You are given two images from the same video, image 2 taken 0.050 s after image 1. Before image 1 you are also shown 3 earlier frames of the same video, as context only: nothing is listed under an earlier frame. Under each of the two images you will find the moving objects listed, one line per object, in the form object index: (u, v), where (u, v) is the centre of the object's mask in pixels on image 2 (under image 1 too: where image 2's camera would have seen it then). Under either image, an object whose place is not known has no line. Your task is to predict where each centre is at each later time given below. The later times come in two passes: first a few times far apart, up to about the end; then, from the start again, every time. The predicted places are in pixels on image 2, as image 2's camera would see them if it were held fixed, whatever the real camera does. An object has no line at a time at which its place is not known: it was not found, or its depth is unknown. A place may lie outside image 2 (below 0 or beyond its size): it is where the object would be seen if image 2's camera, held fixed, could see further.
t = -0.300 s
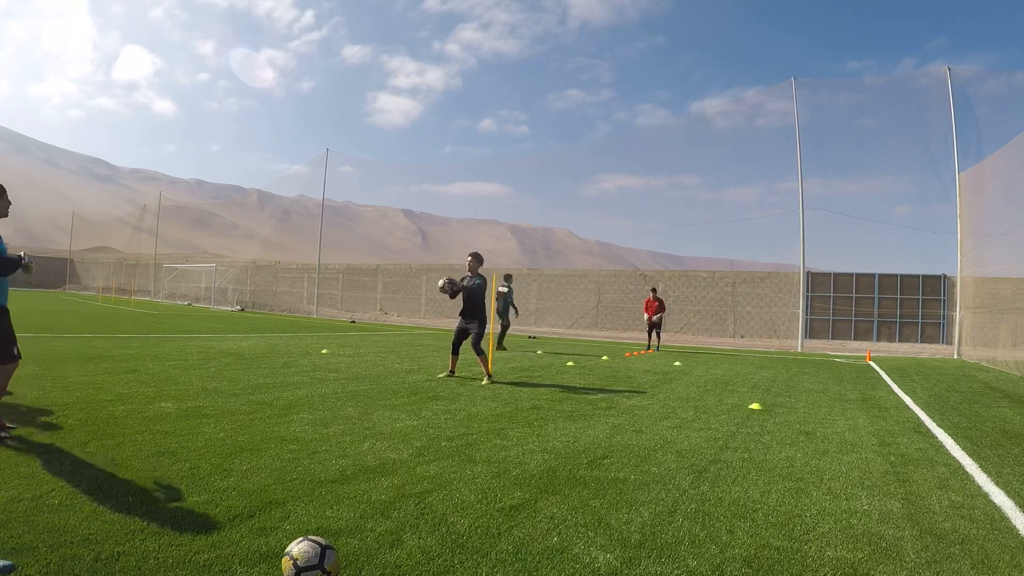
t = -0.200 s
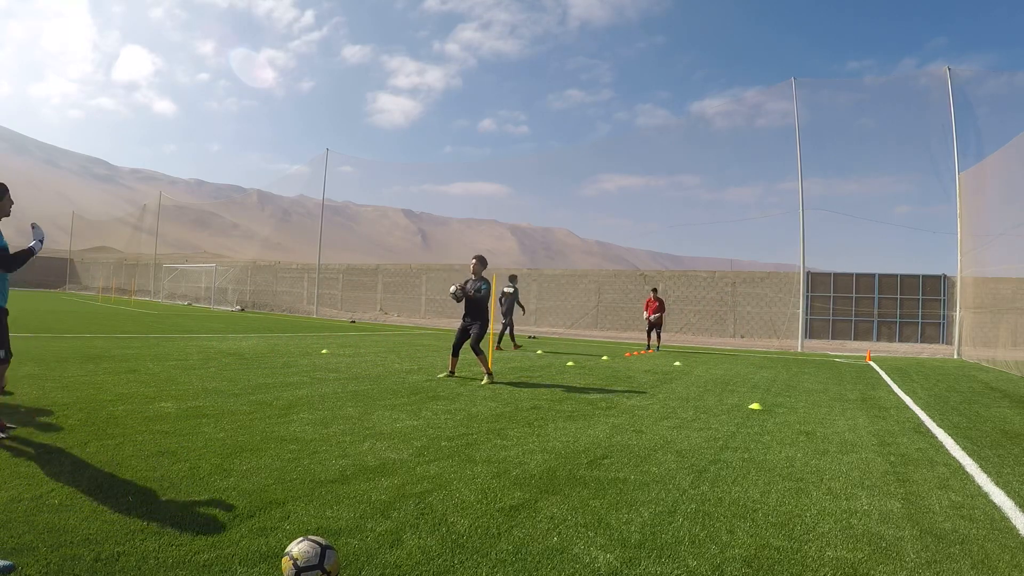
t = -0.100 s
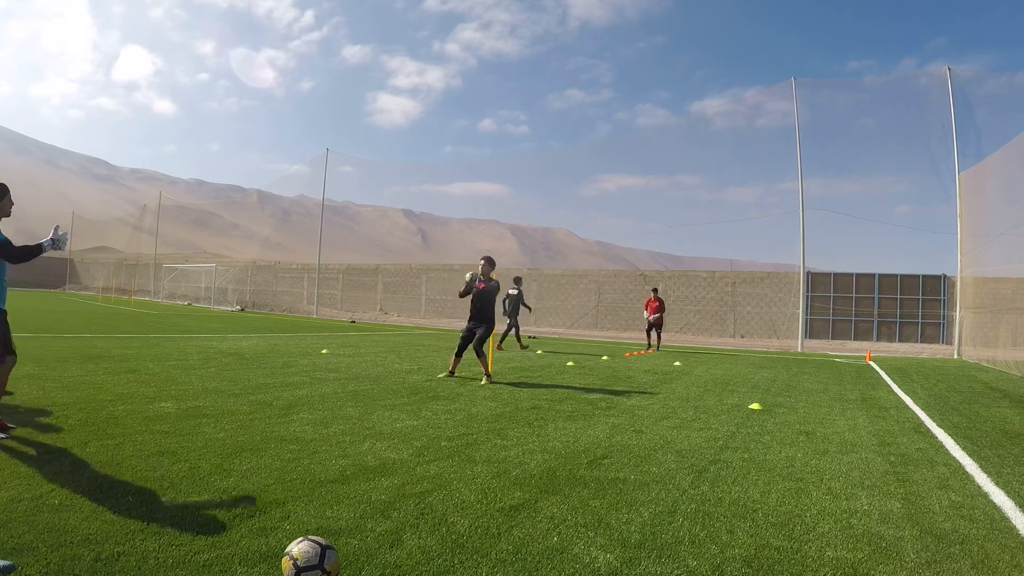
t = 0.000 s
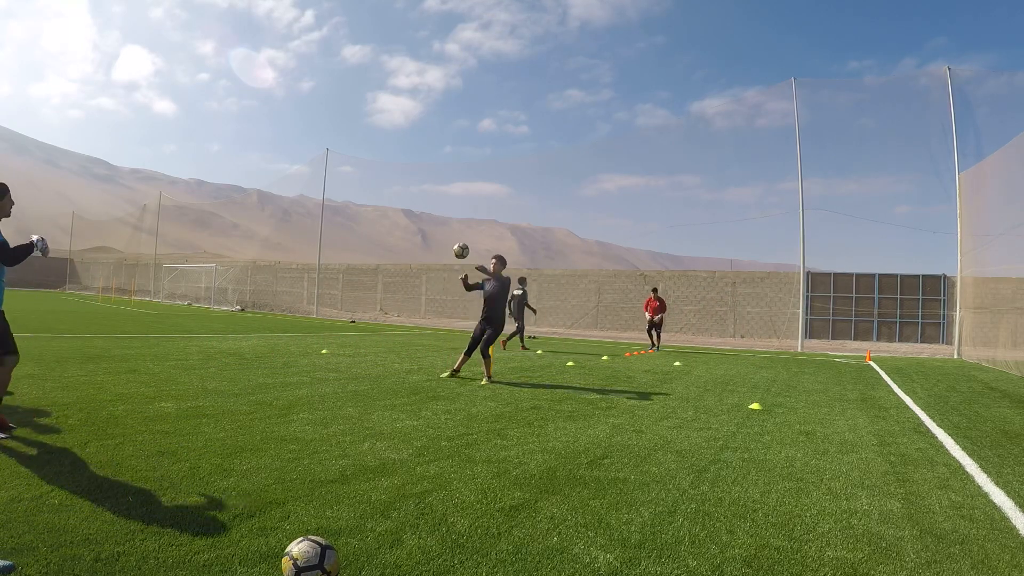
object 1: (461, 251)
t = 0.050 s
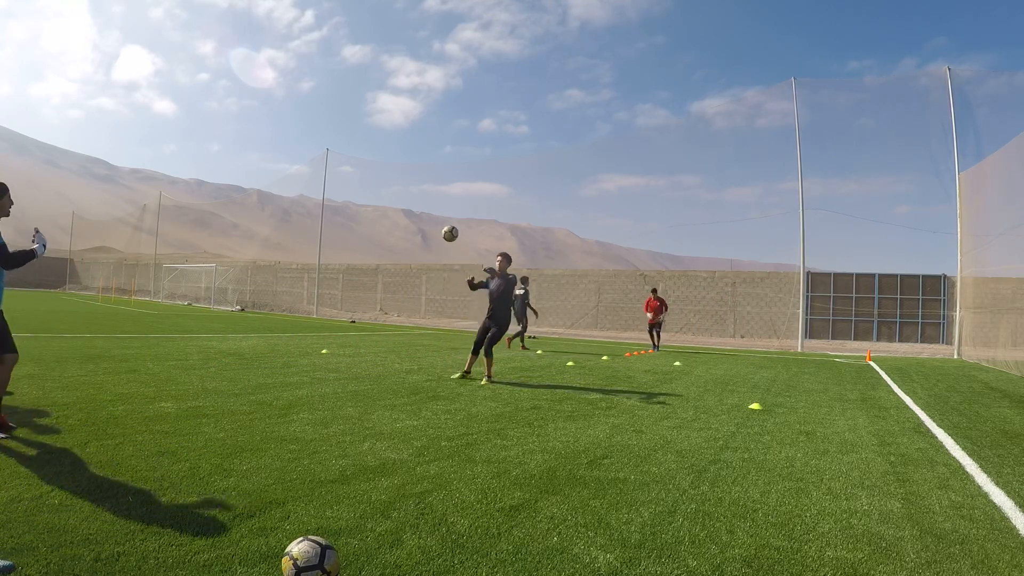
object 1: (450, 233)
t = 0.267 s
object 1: (396, 174)
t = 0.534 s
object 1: (315, 143)
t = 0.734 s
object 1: (237, 162)
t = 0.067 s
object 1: (446, 228)
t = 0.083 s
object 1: (442, 222)
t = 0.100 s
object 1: (438, 217)
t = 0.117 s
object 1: (434, 212)
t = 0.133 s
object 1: (430, 207)
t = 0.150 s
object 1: (426, 203)
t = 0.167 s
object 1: (422, 198)
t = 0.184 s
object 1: (418, 194)
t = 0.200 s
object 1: (414, 189)
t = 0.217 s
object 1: (409, 185)
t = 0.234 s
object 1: (405, 181)
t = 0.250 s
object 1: (401, 177)
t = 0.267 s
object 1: (396, 174)
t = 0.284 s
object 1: (392, 170)
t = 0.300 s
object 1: (387, 167)
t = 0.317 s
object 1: (383, 164)
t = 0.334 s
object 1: (378, 161)
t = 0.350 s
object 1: (373, 158)
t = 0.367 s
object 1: (368, 156)
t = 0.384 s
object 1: (363, 153)
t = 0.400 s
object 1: (358, 151)
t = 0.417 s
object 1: (353, 150)
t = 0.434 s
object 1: (348, 148)
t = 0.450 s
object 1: (343, 146)
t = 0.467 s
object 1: (337, 145)
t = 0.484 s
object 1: (332, 144)
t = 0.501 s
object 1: (326, 144)
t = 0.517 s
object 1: (321, 143)
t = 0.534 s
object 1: (315, 143)
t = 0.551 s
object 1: (309, 143)
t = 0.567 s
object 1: (303, 143)
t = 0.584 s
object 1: (297, 144)
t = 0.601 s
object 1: (291, 144)
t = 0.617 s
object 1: (284, 145)
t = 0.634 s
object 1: (278, 147)
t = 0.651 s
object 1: (271, 149)
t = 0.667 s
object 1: (265, 150)
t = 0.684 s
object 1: (258, 153)
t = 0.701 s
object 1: (251, 155)
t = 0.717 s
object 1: (244, 158)
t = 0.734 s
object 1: (237, 162)
